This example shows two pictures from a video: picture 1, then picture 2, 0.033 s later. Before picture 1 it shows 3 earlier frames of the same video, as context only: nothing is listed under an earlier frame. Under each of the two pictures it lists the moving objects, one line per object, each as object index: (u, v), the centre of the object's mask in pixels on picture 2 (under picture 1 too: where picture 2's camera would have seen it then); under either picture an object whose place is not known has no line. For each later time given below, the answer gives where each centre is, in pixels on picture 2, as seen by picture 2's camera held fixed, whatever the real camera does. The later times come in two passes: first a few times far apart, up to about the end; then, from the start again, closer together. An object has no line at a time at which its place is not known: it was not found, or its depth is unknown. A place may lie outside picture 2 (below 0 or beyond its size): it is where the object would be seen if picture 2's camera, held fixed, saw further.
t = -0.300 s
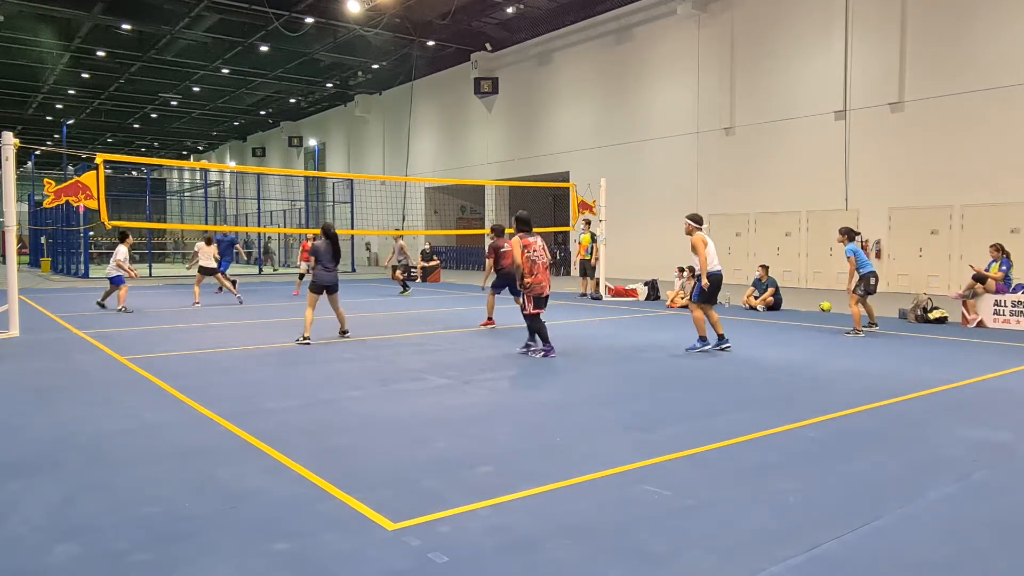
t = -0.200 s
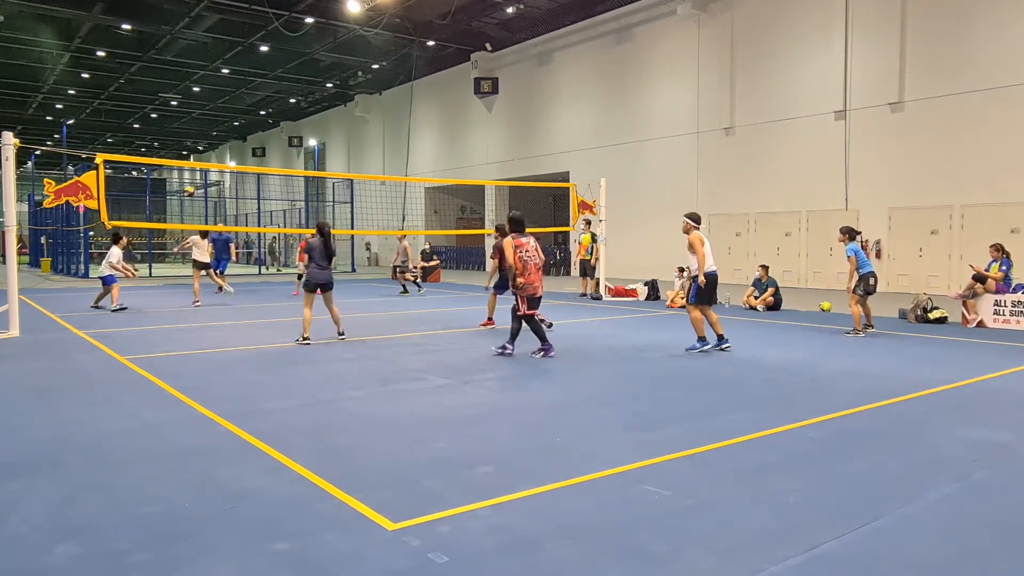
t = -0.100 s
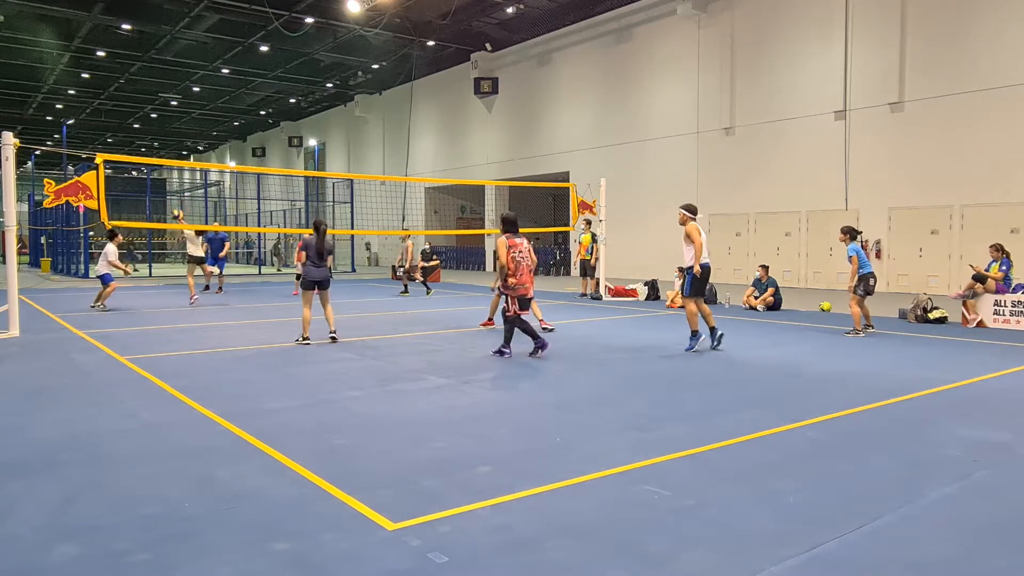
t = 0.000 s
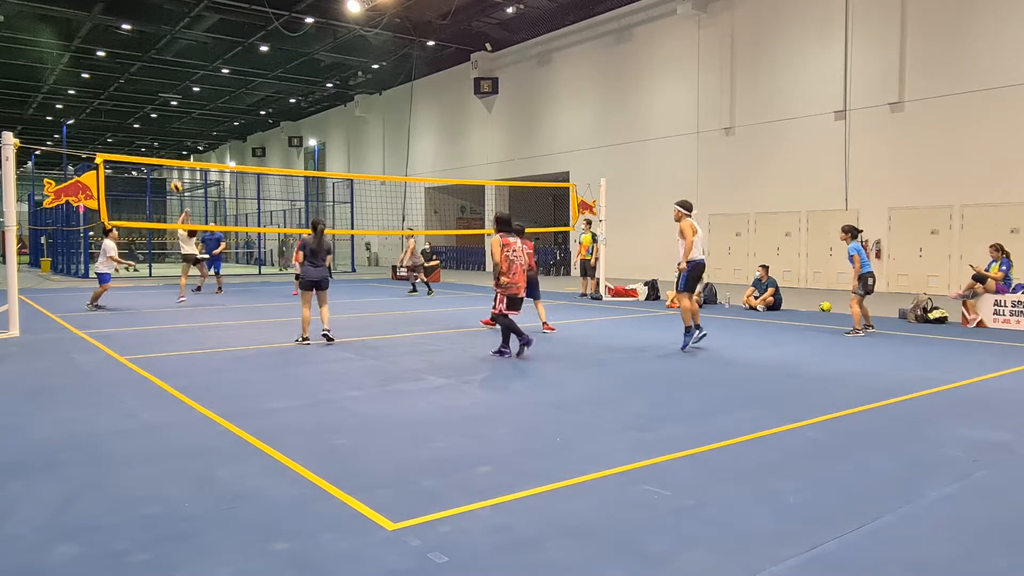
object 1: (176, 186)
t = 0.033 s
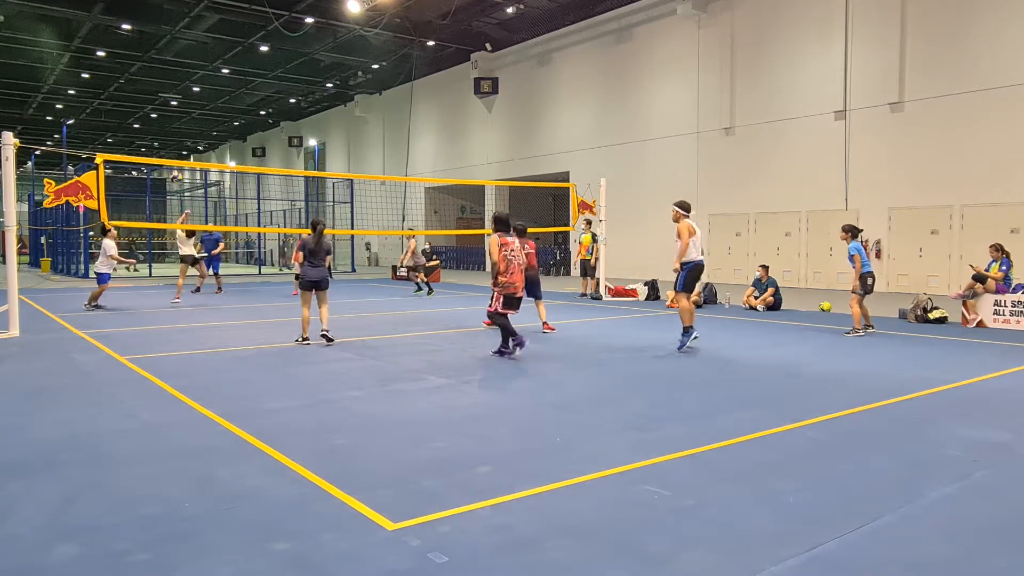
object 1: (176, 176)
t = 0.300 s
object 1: (173, 123)
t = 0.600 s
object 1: (168, 107)
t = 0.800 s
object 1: (165, 133)
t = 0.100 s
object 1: (175, 158)
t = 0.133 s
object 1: (175, 153)
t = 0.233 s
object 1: (173, 133)
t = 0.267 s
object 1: (173, 128)
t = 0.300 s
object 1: (173, 123)
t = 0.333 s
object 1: (172, 118)
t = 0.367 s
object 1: (172, 114)
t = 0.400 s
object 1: (171, 111)
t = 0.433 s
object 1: (171, 108)
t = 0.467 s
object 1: (170, 107)
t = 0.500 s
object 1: (170, 105)
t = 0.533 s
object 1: (169, 105)
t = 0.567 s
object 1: (168, 105)
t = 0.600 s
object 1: (168, 107)
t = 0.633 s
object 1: (168, 108)
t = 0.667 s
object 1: (167, 111)
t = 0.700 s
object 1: (166, 116)
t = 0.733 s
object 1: (166, 121)
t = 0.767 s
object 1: (165, 127)
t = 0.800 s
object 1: (165, 133)
